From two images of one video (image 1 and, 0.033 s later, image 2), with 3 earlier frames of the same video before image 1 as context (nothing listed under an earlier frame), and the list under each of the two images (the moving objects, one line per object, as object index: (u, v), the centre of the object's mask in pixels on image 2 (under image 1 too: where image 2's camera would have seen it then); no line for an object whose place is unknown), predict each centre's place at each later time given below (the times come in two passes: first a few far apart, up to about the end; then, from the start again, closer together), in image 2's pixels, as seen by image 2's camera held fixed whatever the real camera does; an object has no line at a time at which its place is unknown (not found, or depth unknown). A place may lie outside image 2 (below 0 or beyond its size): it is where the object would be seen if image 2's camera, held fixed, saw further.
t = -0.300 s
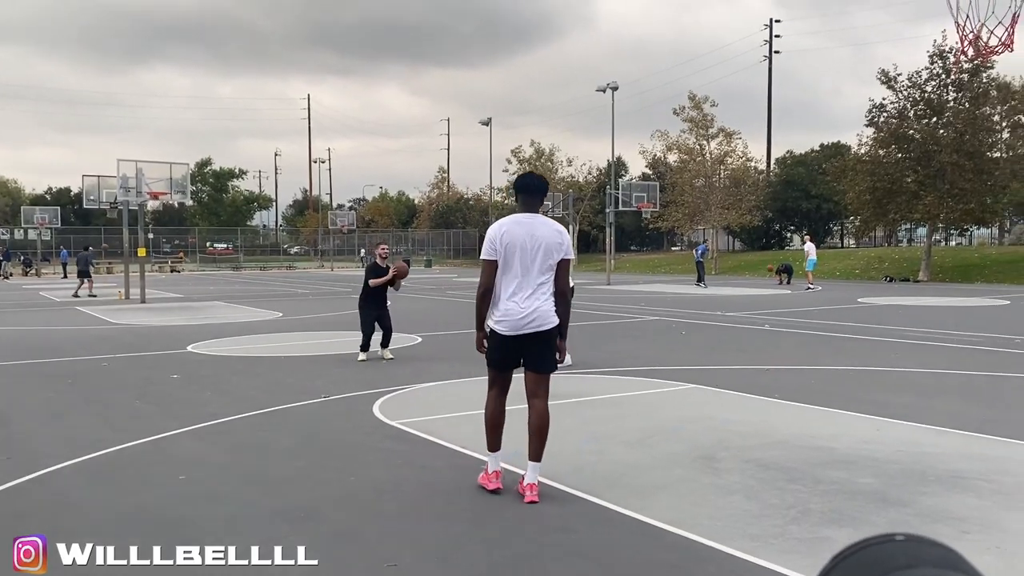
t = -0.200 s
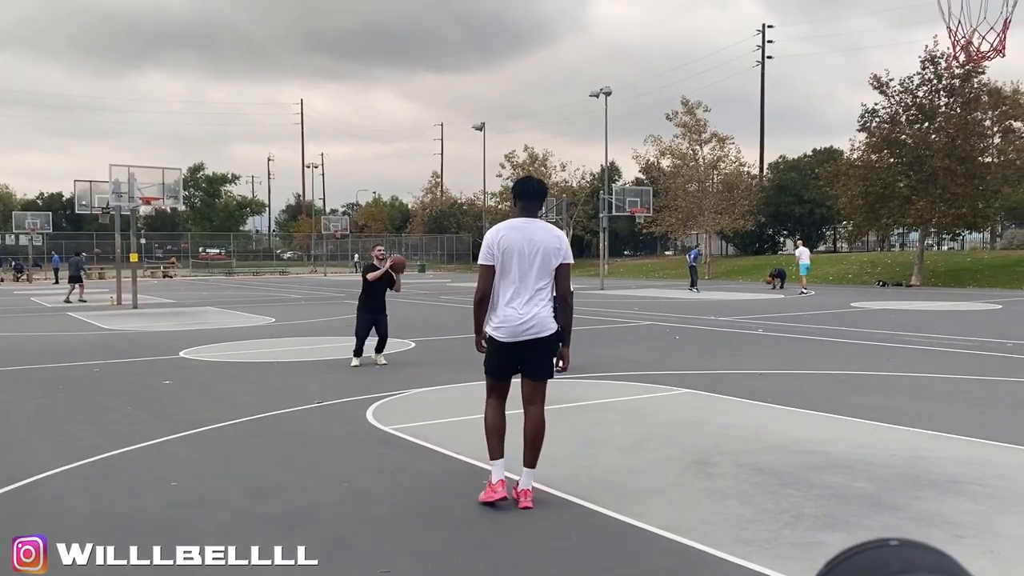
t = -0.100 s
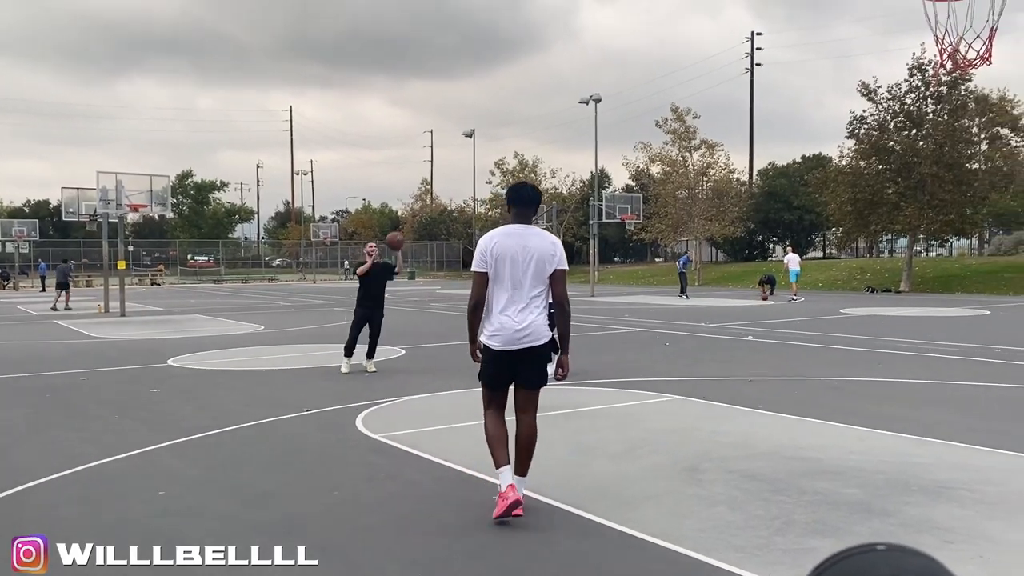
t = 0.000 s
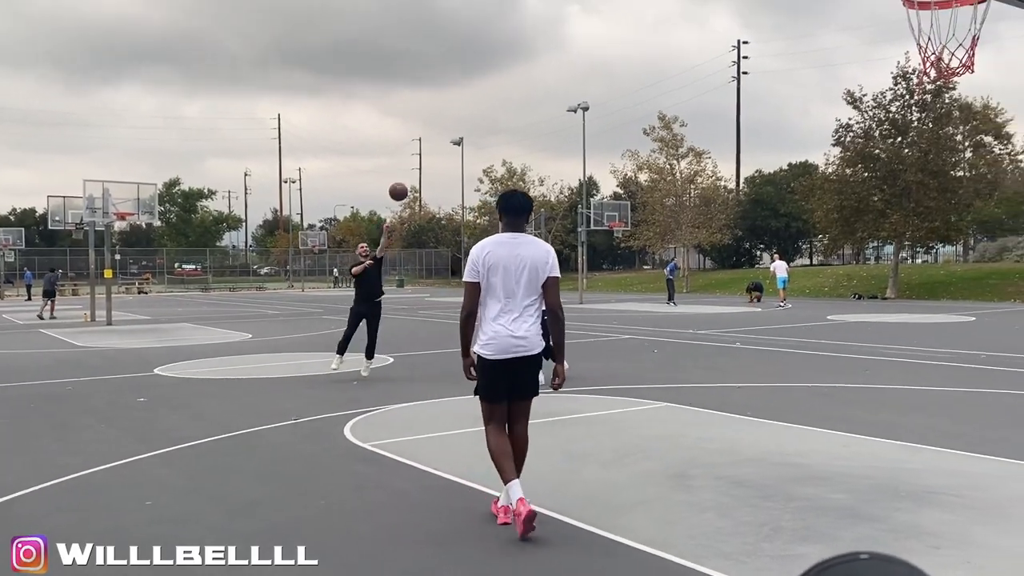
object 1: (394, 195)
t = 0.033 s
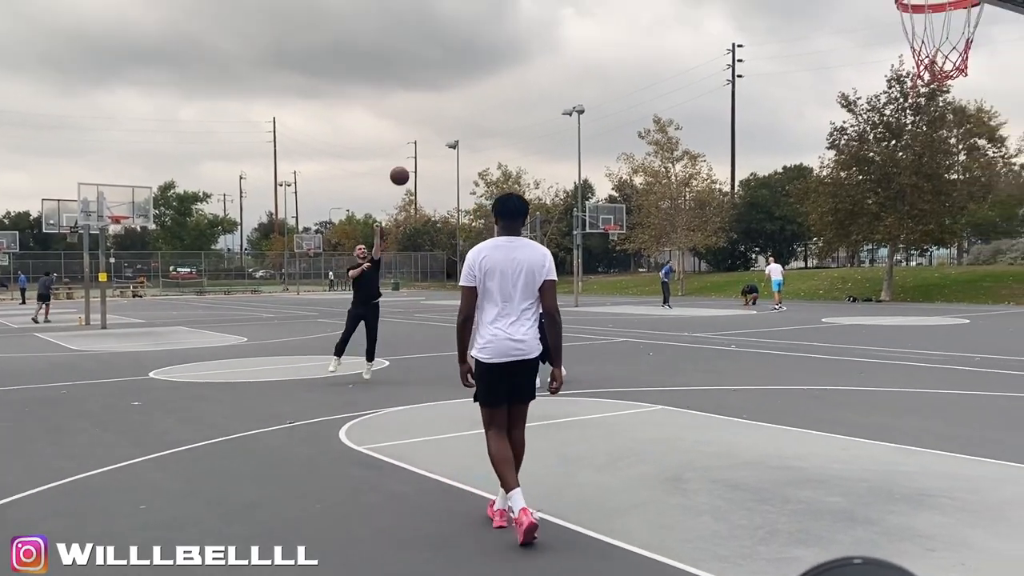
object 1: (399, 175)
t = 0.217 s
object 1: (434, 77)
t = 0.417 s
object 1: (478, -17)
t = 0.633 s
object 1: (539, -96)
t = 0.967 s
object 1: (666, -147)
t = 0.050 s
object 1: (402, 166)
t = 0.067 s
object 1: (405, 157)
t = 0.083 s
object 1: (408, 148)
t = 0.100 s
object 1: (411, 139)
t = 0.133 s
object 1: (417, 121)
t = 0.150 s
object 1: (421, 112)
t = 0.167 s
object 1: (424, 103)
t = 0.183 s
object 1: (427, 94)
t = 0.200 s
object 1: (431, 86)
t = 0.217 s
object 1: (434, 77)
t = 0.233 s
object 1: (437, 69)
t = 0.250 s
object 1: (441, 60)
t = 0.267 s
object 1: (444, 52)
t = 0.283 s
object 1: (448, 44)
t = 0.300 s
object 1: (451, 36)
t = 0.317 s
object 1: (455, 28)
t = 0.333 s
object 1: (458, 21)
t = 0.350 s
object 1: (462, 13)
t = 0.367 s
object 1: (466, 5)
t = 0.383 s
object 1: (470, -2)
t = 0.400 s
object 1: (474, -10)
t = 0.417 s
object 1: (478, -17)
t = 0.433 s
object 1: (482, -24)
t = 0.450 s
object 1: (486, -31)
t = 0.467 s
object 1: (491, -38)
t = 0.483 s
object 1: (495, -44)
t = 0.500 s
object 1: (500, -51)
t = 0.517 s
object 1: (504, -58)
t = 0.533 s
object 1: (509, -64)
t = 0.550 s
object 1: (513, -70)
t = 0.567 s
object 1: (518, -76)
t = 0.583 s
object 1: (523, -81)
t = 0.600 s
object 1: (528, -86)
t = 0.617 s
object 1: (534, -91)
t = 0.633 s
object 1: (539, -96)
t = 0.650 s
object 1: (544, -100)
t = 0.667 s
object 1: (549, -104)
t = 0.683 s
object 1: (555, -109)
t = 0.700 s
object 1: (560, -113)
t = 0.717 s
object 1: (566, -117)
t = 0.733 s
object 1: (572, -120)
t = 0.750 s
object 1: (578, -124)
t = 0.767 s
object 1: (584, -128)
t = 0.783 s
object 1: (590, -131)
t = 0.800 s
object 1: (596, -134)
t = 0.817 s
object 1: (603, -137)
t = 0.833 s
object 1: (609, -140)
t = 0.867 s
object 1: (623, -144)
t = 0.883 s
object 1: (629, -146)
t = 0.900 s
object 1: (637, -147)
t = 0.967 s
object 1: (666, -147)
